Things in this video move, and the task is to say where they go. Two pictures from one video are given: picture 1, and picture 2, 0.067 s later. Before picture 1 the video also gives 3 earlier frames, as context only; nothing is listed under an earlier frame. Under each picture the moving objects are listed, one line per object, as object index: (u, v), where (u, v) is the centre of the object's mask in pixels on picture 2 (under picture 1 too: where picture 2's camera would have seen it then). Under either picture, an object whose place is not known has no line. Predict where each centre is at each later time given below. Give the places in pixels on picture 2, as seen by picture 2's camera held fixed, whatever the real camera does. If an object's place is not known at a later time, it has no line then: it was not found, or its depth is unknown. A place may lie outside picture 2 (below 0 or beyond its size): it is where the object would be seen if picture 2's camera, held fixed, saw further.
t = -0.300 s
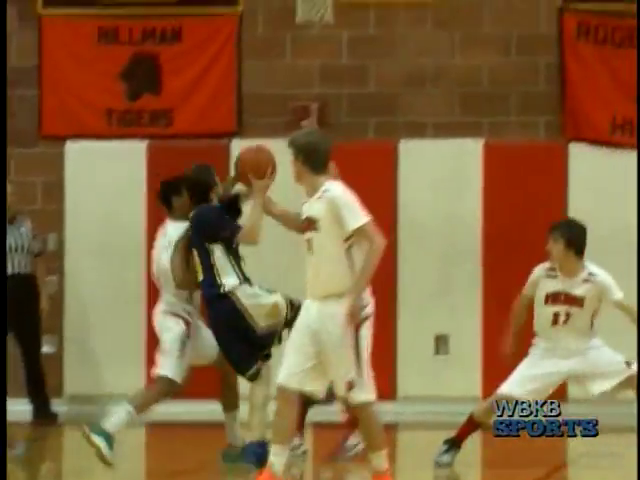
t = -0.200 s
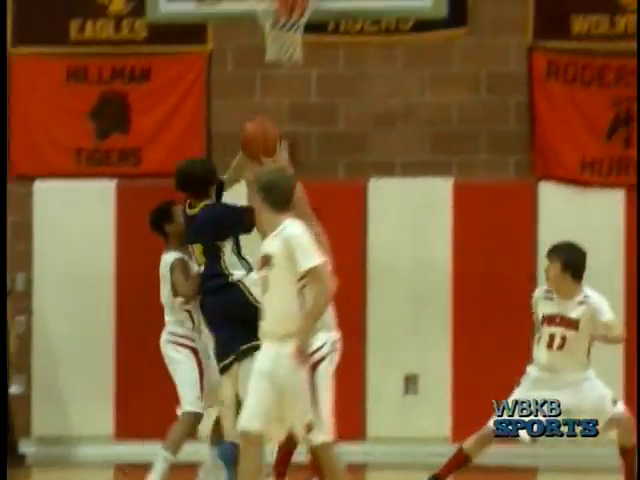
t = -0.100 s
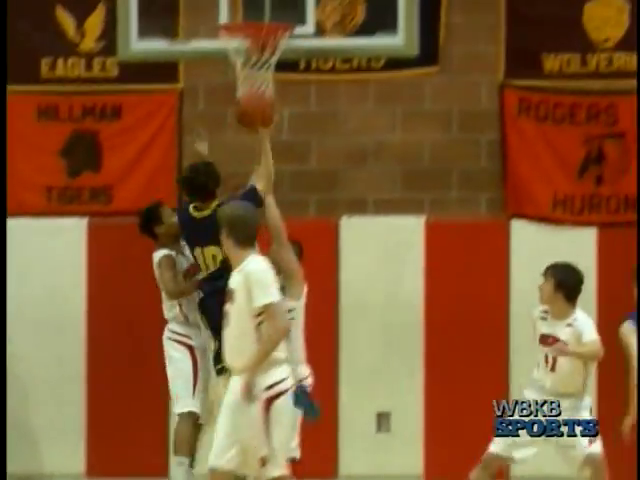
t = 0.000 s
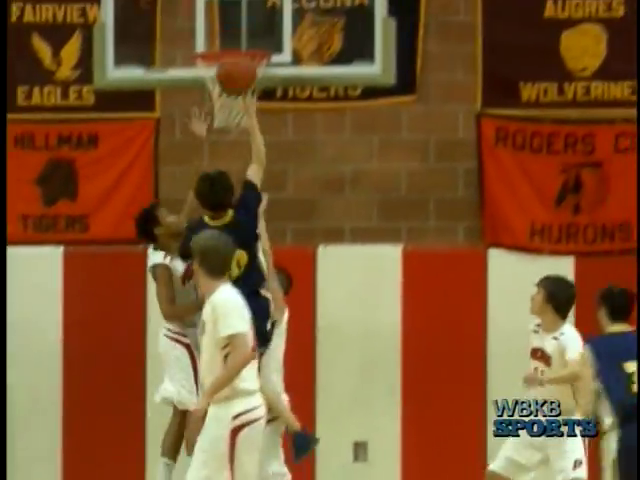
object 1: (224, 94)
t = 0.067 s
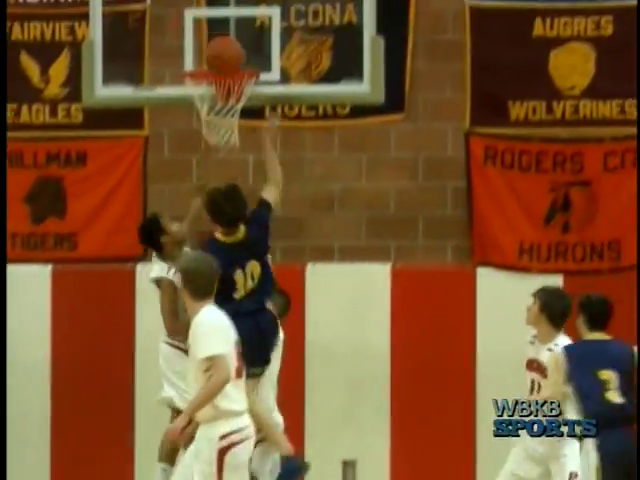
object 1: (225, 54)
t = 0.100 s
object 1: (225, 41)
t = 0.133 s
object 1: (225, 29)
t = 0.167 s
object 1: (225, 19)
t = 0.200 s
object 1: (223, 9)
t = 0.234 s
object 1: (224, 3)
